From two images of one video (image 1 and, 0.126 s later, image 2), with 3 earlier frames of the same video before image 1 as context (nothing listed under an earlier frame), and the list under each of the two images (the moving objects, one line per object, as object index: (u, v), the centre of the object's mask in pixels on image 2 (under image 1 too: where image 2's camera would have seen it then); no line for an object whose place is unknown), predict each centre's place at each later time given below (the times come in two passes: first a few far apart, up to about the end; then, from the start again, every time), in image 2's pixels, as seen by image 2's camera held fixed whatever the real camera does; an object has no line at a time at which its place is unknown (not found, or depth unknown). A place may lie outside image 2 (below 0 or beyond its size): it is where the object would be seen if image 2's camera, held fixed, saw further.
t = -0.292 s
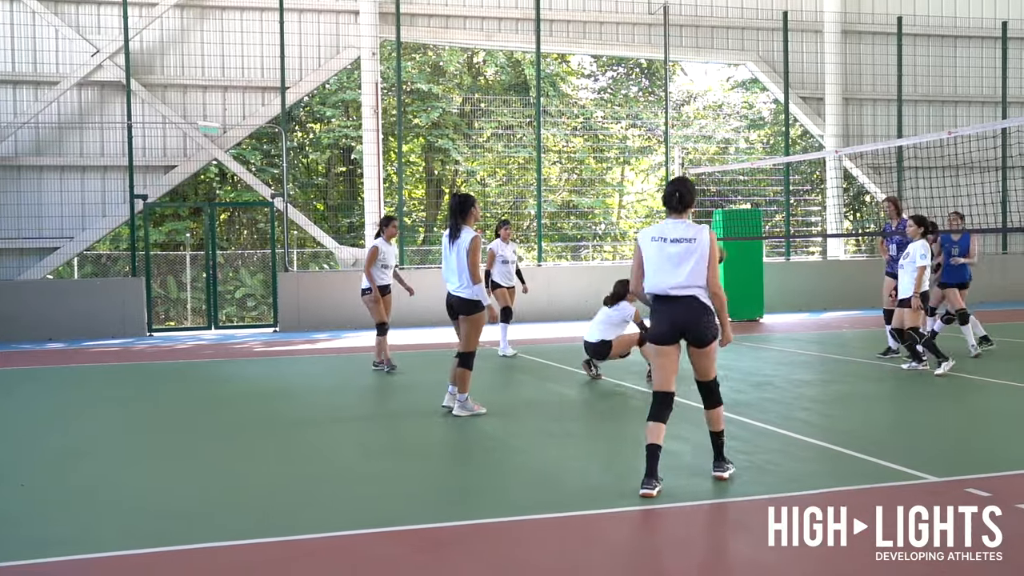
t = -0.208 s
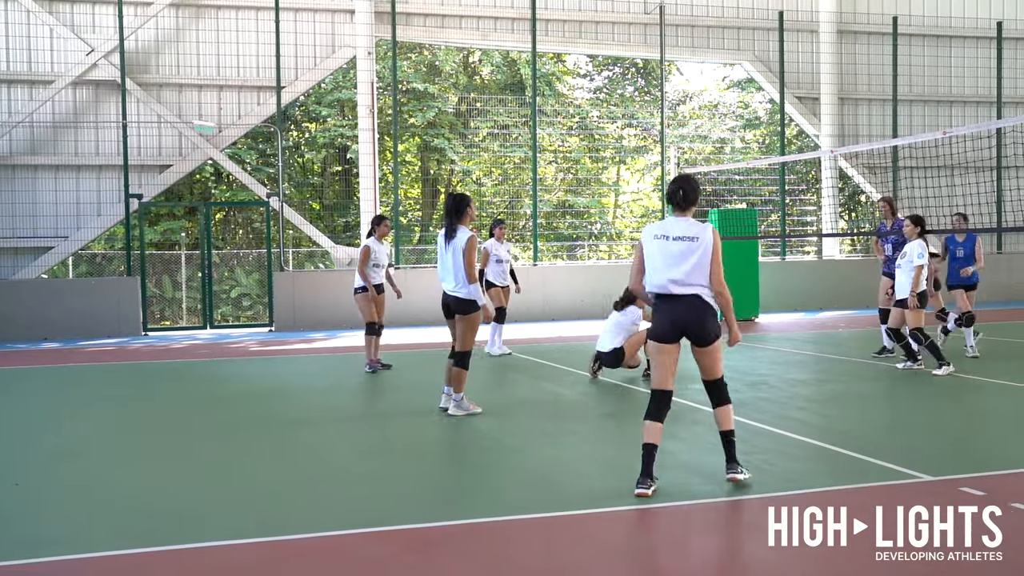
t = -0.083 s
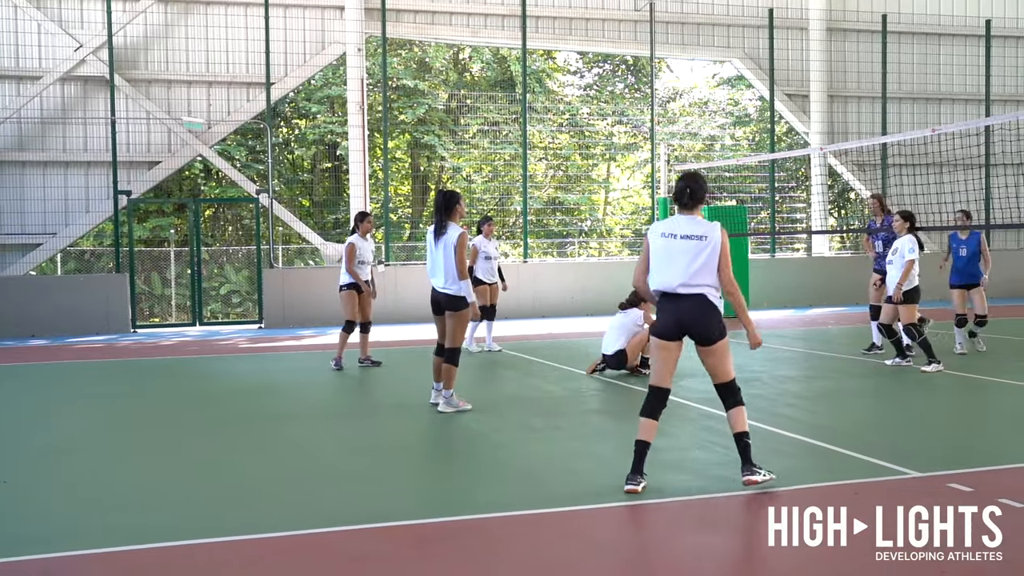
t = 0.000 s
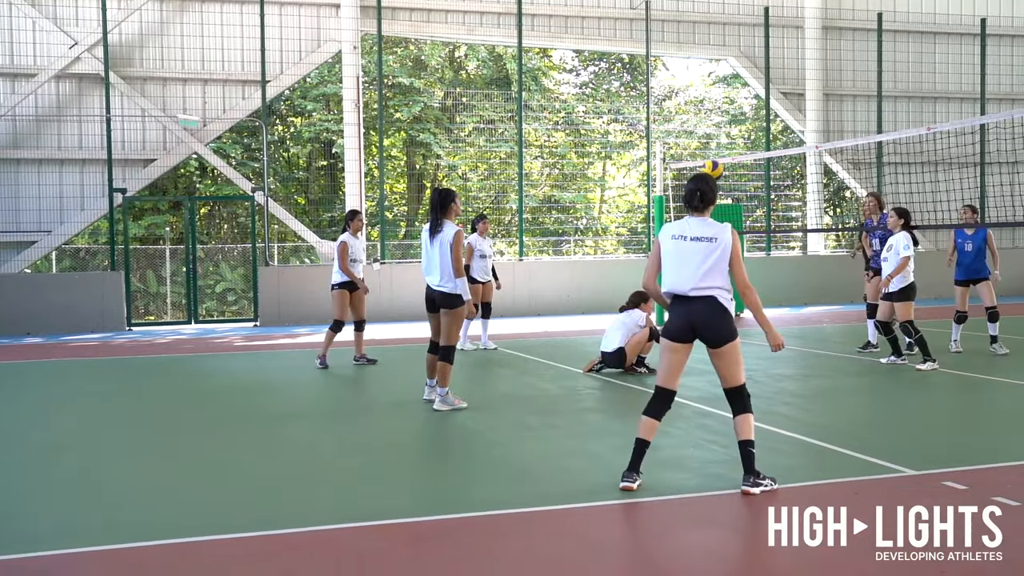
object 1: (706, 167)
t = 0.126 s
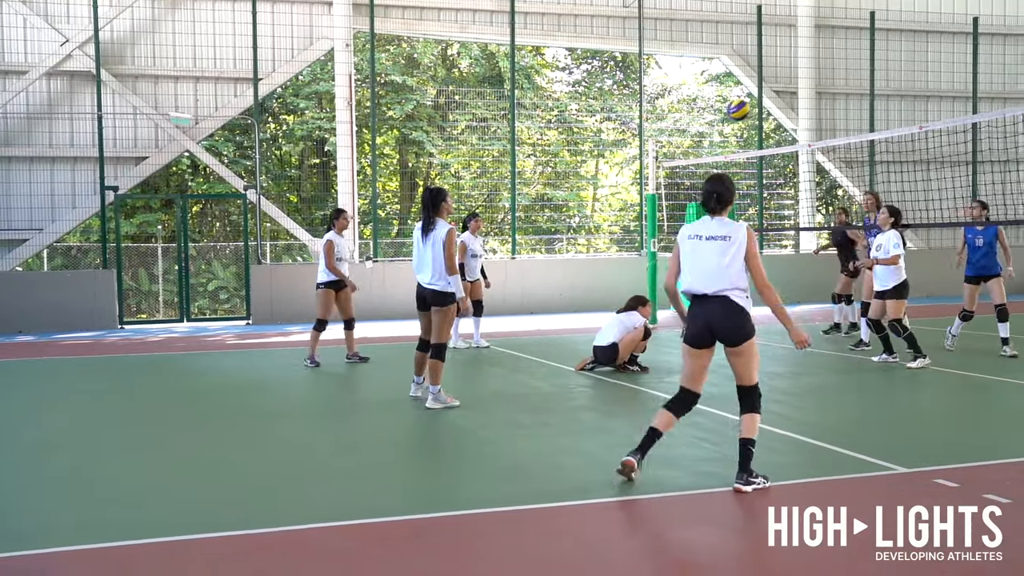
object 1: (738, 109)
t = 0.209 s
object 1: (761, 78)
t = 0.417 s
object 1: (820, 31)
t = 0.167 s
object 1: (750, 93)
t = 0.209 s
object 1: (761, 78)
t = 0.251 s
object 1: (773, 66)
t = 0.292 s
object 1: (784, 54)
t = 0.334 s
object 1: (796, 45)
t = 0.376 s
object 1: (808, 37)
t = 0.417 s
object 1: (820, 31)
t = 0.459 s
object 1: (832, 28)
